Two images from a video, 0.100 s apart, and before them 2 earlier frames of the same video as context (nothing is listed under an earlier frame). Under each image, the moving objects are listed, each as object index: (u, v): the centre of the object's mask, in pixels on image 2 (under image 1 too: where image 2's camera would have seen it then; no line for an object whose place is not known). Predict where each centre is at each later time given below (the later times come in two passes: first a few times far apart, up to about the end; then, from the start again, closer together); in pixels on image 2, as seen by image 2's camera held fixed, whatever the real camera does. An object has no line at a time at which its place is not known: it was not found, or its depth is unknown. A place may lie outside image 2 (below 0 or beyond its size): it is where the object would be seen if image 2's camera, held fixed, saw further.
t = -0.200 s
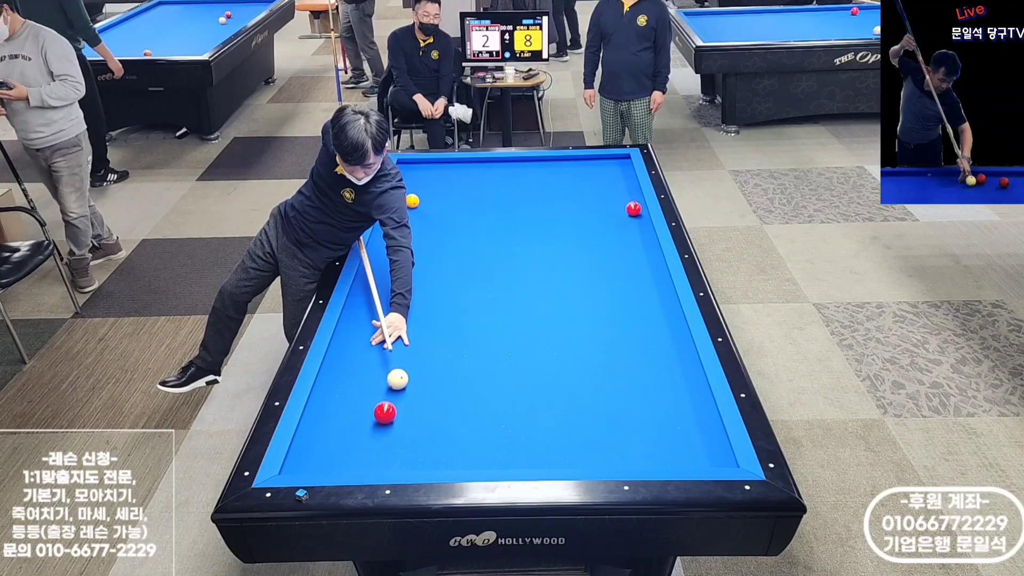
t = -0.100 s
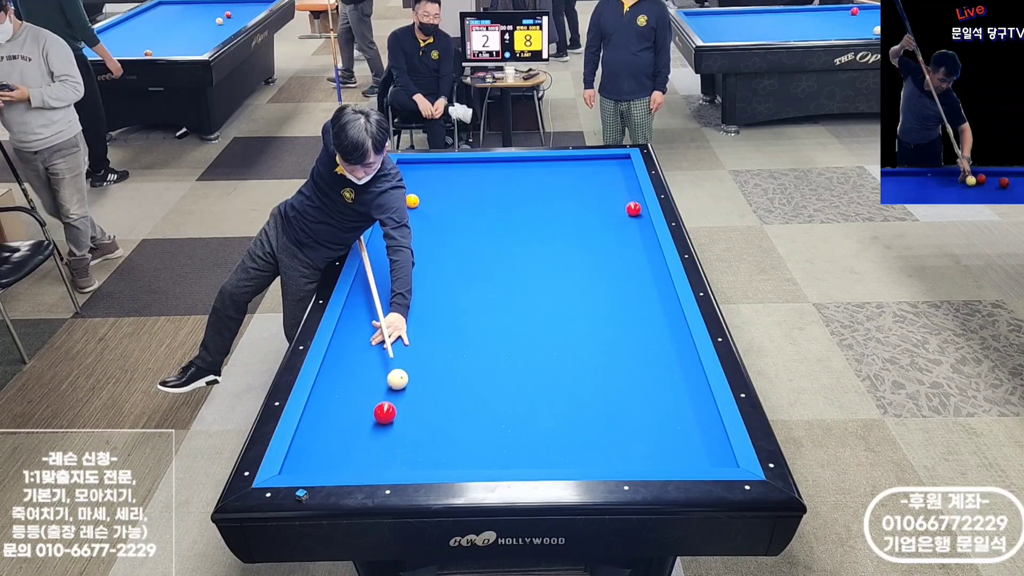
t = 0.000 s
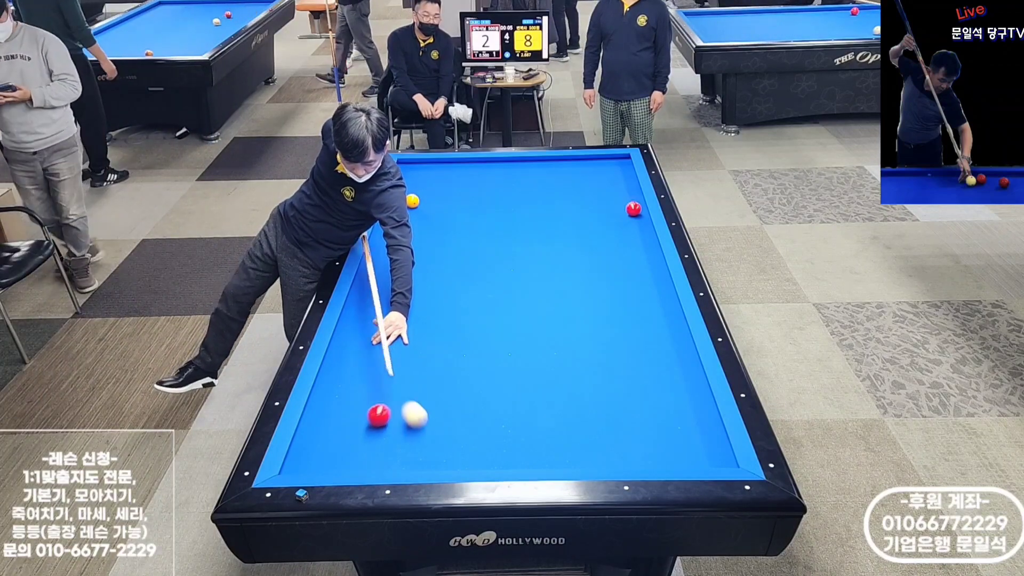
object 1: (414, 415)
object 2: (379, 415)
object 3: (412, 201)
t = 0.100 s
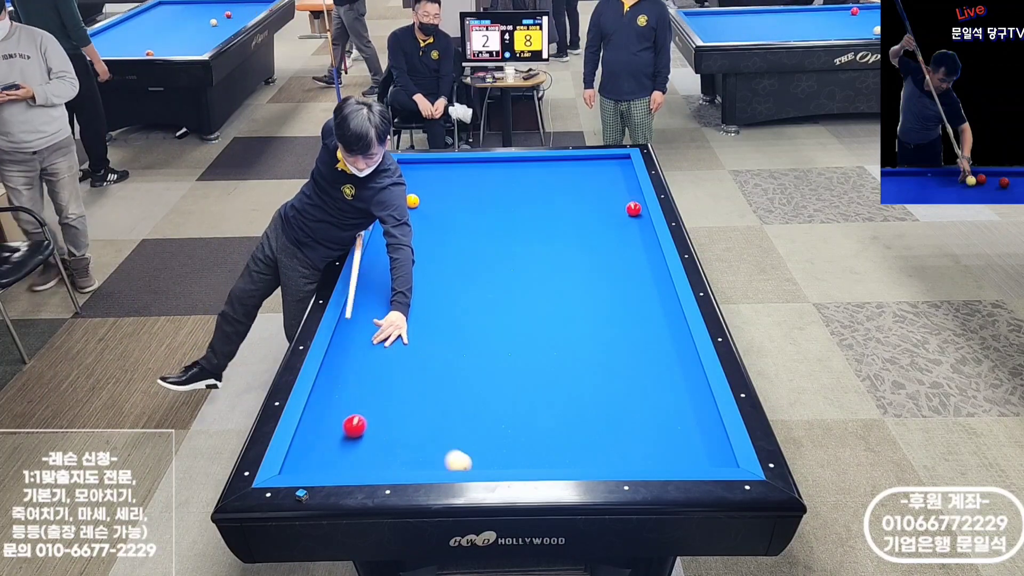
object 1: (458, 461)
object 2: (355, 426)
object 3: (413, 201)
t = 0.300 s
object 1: (519, 388)
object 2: (313, 445)
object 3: (412, 201)
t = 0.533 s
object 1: (572, 330)
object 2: (314, 461)
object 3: (412, 201)
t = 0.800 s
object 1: (622, 287)
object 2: (339, 460)
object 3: (412, 203)
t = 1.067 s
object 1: (647, 252)
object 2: (365, 450)
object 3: (412, 201)
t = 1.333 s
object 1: (612, 227)
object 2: (389, 440)
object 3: (412, 201)
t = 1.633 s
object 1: (581, 202)
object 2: (414, 431)
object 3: (412, 201)
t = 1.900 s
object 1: (556, 183)
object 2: (435, 422)
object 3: (412, 201)
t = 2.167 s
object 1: (535, 166)
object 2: (454, 415)
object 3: (412, 201)
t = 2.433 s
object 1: (512, 166)
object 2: (471, 408)
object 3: (412, 201)
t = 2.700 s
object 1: (487, 176)
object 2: (487, 402)
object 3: (412, 201)
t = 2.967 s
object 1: (461, 186)
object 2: (503, 396)
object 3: (412, 201)
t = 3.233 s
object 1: (435, 197)
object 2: (516, 390)
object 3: (412, 201)
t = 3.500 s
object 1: (423, 206)
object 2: (529, 385)
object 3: (398, 202)
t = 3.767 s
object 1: (417, 215)
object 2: (540, 380)
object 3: (394, 203)
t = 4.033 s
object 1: (411, 225)
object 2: (550, 376)
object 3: (405, 203)
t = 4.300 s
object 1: (405, 234)
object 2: (560, 373)
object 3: (414, 204)
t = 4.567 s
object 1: (399, 244)
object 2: (568, 369)
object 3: (423, 204)
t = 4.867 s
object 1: (391, 255)
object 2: (577, 366)
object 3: (432, 205)
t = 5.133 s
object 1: (385, 265)
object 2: (584, 363)
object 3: (440, 205)
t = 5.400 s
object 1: (378, 275)
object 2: (590, 361)
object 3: (447, 206)
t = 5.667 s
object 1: (371, 285)
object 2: (595, 359)
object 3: (453, 206)
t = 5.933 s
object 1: (364, 295)
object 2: (599, 357)
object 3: (459, 206)
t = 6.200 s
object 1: (357, 305)
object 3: (463, 206)
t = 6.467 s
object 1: (349, 315)
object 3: (468, 206)
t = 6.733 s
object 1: (347, 325)
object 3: (472, 207)
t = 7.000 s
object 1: (345, 334)
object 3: (475, 207)
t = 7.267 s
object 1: (344, 344)
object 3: (477, 207)
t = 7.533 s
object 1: (343, 353)
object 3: (479, 207)
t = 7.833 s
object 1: (341, 362)
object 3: (480, 207)
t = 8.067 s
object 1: (340, 370)
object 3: (480, 206)
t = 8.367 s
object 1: (339, 379)
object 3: (480, 206)
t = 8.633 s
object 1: (339, 386)
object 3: (480, 206)
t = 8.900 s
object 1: (338, 393)
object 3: (480, 206)
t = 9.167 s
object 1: (337, 400)
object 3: (480, 206)
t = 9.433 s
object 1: (337, 406)
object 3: (480, 206)
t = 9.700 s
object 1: (336, 412)
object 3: (481, 206)
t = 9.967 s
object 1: (335, 417)
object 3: (480, 206)
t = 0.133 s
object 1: (470, 451)
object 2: (347, 429)
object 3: (413, 201)
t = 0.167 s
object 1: (481, 437)
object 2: (341, 432)
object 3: (412, 201)
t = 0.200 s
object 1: (491, 423)
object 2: (334, 435)
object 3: (412, 201)
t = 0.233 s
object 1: (501, 410)
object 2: (327, 438)
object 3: (412, 201)
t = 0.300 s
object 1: (519, 388)
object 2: (313, 445)
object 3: (412, 201)
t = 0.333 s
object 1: (527, 378)
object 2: (307, 448)
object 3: (412, 201)
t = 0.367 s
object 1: (536, 369)
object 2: (300, 451)
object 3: (412, 201)
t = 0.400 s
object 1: (543, 360)
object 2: (303, 453)
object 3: (412, 201)
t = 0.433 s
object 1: (551, 352)
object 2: (306, 455)
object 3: (412, 201)
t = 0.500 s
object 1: (566, 337)
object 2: (311, 459)
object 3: (412, 201)
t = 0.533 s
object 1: (572, 330)
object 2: (314, 461)
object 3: (412, 201)
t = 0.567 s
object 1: (579, 324)
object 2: (316, 463)
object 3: (412, 201)
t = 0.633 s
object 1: (592, 313)
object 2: (322, 465)
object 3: (412, 201)
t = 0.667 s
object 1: (598, 307)
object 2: (325, 464)
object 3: (412, 201)
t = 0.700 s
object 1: (604, 302)
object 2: (328, 463)
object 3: (412, 201)
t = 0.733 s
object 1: (610, 297)
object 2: (332, 462)
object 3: (412, 200)
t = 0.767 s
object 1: (616, 292)
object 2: (336, 461)
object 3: (412, 197)
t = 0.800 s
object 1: (622, 287)
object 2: (339, 460)
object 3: (412, 203)
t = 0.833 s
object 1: (628, 282)
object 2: (342, 459)
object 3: (412, 201)
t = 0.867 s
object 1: (633, 278)
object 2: (346, 458)
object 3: (412, 201)
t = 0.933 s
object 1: (644, 268)
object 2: (352, 455)
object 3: (412, 201)
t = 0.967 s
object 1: (649, 264)
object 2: (355, 454)
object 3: (412, 201)
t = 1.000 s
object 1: (654, 259)
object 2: (359, 453)
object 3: (412, 201)
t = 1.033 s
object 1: (653, 256)
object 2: (362, 451)
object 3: (412, 201)
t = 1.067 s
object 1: (647, 252)
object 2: (365, 450)
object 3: (412, 201)
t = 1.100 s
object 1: (642, 249)
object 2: (368, 449)
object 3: (412, 201)
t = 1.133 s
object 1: (636, 246)
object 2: (371, 448)
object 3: (412, 201)
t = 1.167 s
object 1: (632, 243)
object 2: (374, 446)
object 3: (412, 201)
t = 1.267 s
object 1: (620, 233)
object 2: (383, 443)
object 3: (412, 201)
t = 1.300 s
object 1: (616, 230)
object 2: (387, 442)
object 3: (412, 201)
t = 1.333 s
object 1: (612, 227)
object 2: (389, 440)
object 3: (412, 201)
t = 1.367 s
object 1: (608, 224)
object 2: (392, 439)
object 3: (412, 201)
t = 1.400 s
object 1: (605, 221)
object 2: (395, 438)
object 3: (412, 201)
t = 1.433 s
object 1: (601, 218)
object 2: (398, 437)
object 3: (412, 201)
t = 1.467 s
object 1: (597, 215)
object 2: (401, 436)
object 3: (412, 201)
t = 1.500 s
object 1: (594, 213)
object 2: (403, 435)
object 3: (412, 201)
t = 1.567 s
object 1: (587, 207)
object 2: (409, 433)
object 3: (412, 201)
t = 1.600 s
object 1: (584, 205)
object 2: (411, 432)
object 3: (412, 201)
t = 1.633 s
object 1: (581, 202)
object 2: (414, 431)
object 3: (412, 201)
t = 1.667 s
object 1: (577, 199)
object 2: (417, 430)
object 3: (412, 201)
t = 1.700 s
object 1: (574, 197)
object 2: (420, 428)
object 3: (412, 201)
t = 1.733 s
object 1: (571, 195)
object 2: (422, 427)
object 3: (412, 201)
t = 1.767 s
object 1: (568, 192)
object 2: (425, 426)
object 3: (412, 201)
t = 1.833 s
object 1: (562, 187)
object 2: (430, 424)
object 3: (412, 201)
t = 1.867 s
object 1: (559, 185)
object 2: (432, 424)
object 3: (412, 201)
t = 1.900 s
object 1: (556, 183)
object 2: (435, 422)
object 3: (412, 201)
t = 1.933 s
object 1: (554, 180)
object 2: (437, 422)
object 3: (412, 201)
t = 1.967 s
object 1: (551, 178)
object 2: (440, 421)
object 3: (412, 201)
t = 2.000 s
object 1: (548, 176)
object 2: (442, 420)
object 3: (412, 201)
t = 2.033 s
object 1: (545, 174)
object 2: (445, 419)
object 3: (412, 201)
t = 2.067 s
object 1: (543, 172)
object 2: (447, 418)
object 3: (412, 201)
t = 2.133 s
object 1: (537, 168)
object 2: (452, 416)
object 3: (412, 201)
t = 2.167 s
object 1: (535, 166)
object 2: (454, 415)
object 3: (412, 201)
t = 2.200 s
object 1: (532, 164)
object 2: (456, 414)
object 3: (412, 201)
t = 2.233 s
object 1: (530, 162)
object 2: (458, 413)
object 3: (412, 201)
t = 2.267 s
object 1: (527, 160)
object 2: (461, 412)
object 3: (412, 201)
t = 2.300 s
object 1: (525, 160)
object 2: (463, 411)
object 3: (412, 201)
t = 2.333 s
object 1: (521, 161)
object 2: (465, 411)
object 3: (412, 201)
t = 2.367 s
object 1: (518, 163)
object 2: (467, 410)
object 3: (412, 201)
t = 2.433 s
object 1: (512, 166)
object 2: (471, 408)
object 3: (412, 201)
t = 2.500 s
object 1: (506, 169)
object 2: (475, 406)
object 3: (412, 201)
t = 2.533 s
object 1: (503, 170)
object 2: (478, 406)
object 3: (412, 201)
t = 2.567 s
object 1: (500, 171)
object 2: (480, 405)
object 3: (412, 201)
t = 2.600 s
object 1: (497, 172)
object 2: (482, 404)
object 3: (412, 201)
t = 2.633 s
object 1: (493, 174)
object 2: (484, 403)
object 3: (412, 201)
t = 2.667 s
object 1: (490, 175)
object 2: (486, 402)
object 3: (412, 201)
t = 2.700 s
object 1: (487, 176)
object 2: (487, 402)
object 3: (412, 201)
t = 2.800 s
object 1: (477, 180)
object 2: (494, 399)
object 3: (412, 201)
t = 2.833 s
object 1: (474, 181)
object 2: (495, 398)
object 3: (412, 201)
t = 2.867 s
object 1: (471, 182)
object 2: (497, 398)
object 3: (412, 201)
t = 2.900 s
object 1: (468, 184)
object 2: (499, 397)
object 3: (412, 201)
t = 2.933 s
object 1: (465, 185)
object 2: (501, 396)
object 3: (412, 201)
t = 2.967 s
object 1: (461, 186)
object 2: (503, 396)
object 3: (412, 201)
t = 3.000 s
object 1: (458, 188)
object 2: (504, 395)
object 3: (412, 201)
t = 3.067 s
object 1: (451, 190)
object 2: (508, 393)
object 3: (412, 201)
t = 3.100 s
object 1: (448, 191)
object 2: (509, 393)
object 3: (412, 201)
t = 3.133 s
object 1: (445, 193)
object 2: (511, 392)
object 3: (412, 201)
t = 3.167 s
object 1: (441, 194)
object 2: (513, 392)
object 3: (412, 201)
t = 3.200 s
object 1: (438, 195)
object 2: (515, 391)
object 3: (412, 201)
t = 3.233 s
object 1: (435, 197)
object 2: (516, 390)
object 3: (412, 201)
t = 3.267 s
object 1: (431, 198)
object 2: (518, 390)
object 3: (412, 201)
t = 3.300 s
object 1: (428, 199)
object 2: (519, 389)
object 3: (412, 201)
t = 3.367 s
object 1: (426, 202)
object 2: (523, 388)
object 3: (407, 201)
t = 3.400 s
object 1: (425, 203)
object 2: (524, 387)
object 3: (405, 201)
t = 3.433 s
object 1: (424, 204)
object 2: (526, 386)
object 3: (402, 202)
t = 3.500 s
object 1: (423, 206)
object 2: (529, 385)
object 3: (398, 202)
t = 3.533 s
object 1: (422, 207)
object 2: (530, 385)
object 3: (395, 202)
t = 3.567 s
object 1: (421, 208)
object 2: (532, 384)
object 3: (393, 202)
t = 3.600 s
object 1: (421, 210)
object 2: (533, 383)
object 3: (391, 202)
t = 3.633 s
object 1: (420, 211)
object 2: (535, 383)
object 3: (389, 203)
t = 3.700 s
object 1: (418, 213)
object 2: (537, 382)
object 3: (392, 203)
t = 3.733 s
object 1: (418, 214)
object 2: (539, 381)
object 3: (393, 203)
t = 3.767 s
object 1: (417, 215)
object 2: (540, 380)
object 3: (394, 203)
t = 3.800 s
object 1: (416, 217)
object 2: (541, 380)
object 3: (396, 203)
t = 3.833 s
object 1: (416, 218)
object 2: (543, 379)
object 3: (397, 203)
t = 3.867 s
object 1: (415, 219)
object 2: (544, 379)
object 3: (398, 203)
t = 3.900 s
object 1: (414, 220)
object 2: (545, 378)
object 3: (400, 203)
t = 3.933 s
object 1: (413, 221)
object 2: (547, 378)
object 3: (401, 203)
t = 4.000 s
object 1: (412, 223)
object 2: (549, 377)
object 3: (403, 203)
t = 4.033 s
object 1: (411, 225)
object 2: (550, 376)
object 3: (405, 203)
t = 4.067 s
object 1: (410, 226)
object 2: (552, 376)
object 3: (406, 203)
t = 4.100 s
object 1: (410, 227)
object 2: (553, 375)
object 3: (407, 203)
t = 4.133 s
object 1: (409, 228)
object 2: (554, 375)
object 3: (408, 203)
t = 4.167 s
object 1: (408, 229)
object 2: (555, 374)
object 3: (409, 203)
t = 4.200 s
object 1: (407, 231)
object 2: (556, 374)
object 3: (411, 204)
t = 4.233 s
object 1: (406, 232)
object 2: (558, 374)
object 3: (412, 204)
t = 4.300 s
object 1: (405, 234)
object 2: (560, 373)
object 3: (414, 204)
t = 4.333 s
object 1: (404, 235)
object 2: (561, 372)
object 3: (415, 204)
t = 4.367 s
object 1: (403, 237)
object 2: (562, 372)
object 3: (416, 204)
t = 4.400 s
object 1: (403, 238)
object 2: (563, 371)
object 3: (418, 204)
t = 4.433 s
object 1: (402, 239)
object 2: (564, 371)
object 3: (419, 204)
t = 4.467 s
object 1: (401, 240)
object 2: (565, 370)
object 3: (420, 204)
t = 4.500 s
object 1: (400, 242)
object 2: (566, 370)
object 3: (421, 204)
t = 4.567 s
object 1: (399, 244)
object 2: (568, 369)
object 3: (423, 204)
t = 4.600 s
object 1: (398, 245)
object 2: (569, 369)
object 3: (424, 204)
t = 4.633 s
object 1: (397, 246)
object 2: (570, 368)
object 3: (425, 204)
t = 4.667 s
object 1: (396, 247)
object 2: (572, 368)
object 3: (426, 204)
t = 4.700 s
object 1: (396, 249)
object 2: (572, 368)
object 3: (427, 204)
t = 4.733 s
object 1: (395, 250)
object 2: (573, 367)
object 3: (428, 204)
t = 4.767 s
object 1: (394, 251)
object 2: (574, 367)
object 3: (429, 205)
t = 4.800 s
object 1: (393, 252)
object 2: (575, 367)
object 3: (430, 205)
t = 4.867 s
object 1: (391, 255)
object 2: (577, 366)
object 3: (432, 205)
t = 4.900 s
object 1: (390, 256)
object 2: (578, 365)
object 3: (433, 205)
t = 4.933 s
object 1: (390, 257)
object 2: (579, 365)
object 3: (434, 205)
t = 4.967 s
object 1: (389, 259)
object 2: (580, 365)
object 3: (435, 205)
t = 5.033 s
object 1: (387, 261)
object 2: (581, 364)
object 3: (437, 205)
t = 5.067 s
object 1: (386, 262)
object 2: (582, 364)
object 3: (438, 205)
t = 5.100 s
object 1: (385, 264)
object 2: (583, 364)
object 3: (439, 205)
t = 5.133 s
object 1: (385, 265)
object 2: (584, 363)
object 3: (440, 205)
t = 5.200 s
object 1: (383, 267)
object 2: (586, 363)
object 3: (442, 205)
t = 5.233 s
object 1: (382, 269)
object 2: (586, 362)
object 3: (442, 205)
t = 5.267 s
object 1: (381, 270)
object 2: (587, 362)
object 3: (443, 205)
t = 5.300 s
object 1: (380, 271)
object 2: (588, 362)
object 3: (444, 205)
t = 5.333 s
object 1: (380, 272)
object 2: (589, 362)
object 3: (445, 205)
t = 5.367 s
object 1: (379, 274)
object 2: (590, 361)
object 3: (446, 205)
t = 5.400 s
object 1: (378, 275)
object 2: (590, 361)
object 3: (447, 206)
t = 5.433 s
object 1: (377, 276)
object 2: (591, 361)
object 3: (448, 206)
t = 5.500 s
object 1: (375, 279)
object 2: (592, 360)
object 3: (449, 206)
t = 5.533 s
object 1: (374, 280)
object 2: (593, 360)
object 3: (450, 206)
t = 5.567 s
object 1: (374, 281)
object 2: (593, 360)
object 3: (451, 206)
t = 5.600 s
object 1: (373, 282)
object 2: (594, 360)
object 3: (452, 206)
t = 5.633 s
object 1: (372, 284)
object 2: (595, 359)
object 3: (452, 206)
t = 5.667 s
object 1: (371, 285)
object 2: (595, 359)
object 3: (453, 206)
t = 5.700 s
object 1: (370, 286)
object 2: (596, 359)
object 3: (454, 206)
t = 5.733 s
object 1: (369, 287)
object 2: (596, 359)
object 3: (454, 206)
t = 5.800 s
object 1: (367, 290)
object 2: (597, 358)
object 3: (456, 206)
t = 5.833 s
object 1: (366, 291)
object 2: (598, 358)
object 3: (457, 206)
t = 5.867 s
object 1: (366, 292)
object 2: (599, 358)
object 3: (457, 206)
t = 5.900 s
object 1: (365, 294)
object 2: (599, 358)
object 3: (458, 206)
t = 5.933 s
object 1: (364, 295)
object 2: (599, 357)
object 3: (459, 206)
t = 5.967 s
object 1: (363, 296)
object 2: (600, 357)
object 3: (459, 206)
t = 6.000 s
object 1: (362, 298)
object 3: (460, 206)
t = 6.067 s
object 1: (360, 300)
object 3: (461, 206)
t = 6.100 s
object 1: (359, 301)
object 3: (462, 206)
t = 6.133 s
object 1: (358, 303)
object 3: (462, 206)
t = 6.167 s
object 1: (357, 304)
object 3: (463, 206)
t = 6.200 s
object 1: (357, 305)
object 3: (463, 206)
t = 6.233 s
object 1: (356, 307)
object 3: (464, 206)
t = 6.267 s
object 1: (355, 308)
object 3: (465, 206)
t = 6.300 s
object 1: (354, 309)
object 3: (465, 206)
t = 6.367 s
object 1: (352, 312)
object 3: (466, 206)
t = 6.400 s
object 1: (351, 313)
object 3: (467, 206)
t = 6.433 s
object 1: (350, 314)
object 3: (467, 207)
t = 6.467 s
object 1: (349, 315)
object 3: (468, 206)
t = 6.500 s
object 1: (348, 317)
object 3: (468, 207)
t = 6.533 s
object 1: (348, 318)
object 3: (469, 207)
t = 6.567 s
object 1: (348, 319)
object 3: (469, 207)
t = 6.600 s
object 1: (347, 320)
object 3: (470, 207)
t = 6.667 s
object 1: (347, 323)
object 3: (471, 206)
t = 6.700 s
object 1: (347, 324)
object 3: (471, 207)
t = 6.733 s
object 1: (347, 325)
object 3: (472, 207)
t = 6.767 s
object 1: (347, 326)
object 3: (472, 207)
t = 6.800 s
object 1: (346, 327)
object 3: (473, 207)
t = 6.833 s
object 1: (346, 329)
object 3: (473, 207)
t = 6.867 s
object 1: (346, 330)
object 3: (473, 207)
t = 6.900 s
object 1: (346, 331)
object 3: (474, 207)
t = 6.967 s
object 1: (345, 333)
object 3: (474, 207)
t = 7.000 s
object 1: (345, 334)
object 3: (475, 207)
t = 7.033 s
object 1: (345, 336)
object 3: (475, 207)
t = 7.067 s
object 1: (345, 337)
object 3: (475, 207)
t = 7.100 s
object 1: (345, 338)
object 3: (476, 207)
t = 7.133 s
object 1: (345, 339)
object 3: (476, 206)
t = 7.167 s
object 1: (345, 340)
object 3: (476, 207)
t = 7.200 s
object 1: (345, 341)
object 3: (477, 207)
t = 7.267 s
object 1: (344, 344)
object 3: (477, 207)
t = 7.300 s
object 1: (344, 345)
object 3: (477, 207)
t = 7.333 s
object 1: (344, 346)
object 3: (478, 206)
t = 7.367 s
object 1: (344, 347)
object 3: (478, 207)
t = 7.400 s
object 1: (343, 348)
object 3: (478, 207)
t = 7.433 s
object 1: (343, 349)
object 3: (478, 207)
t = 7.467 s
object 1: (343, 350)
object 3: (478, 207)
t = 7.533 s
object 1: (343, 353)
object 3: (479, 207)
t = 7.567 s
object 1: (342, 354)
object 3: (479, 207)
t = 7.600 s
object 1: (342, 354)
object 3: (479, 207)
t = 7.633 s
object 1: (342, 356)
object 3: (479, 207)
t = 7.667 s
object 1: (342, 357)
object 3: (479, 207)
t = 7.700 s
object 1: (342, 358)
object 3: (480, 207)
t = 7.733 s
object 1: (341, 359)
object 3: (480, 207)
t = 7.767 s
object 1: (341, 360)
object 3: (480, 207)
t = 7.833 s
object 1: (341, 362)
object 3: (480, 207)
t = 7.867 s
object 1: (341, 363)
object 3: (480, 207)
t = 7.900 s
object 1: (341, 364)
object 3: (480, 207)
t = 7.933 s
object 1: (341, 365)
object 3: (480, 206)
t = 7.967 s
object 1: (340, 366)
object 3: (480, 207)
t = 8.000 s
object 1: (340, 367)
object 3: (480, 206)
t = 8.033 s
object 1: (340, 369)
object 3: (480, 206)
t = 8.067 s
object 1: (340, 370)
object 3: (480, 206)
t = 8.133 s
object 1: (340, 372)
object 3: (480, 206)
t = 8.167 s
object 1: (339, 373)
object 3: (480, 206)
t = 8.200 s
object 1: (339, 374)
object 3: (480, 206)
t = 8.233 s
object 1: (339, 375)
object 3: (480, 206)
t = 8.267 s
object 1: (339, 376)
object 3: (480, 206)
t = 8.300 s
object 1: (339, 377)
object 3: (480, 206)
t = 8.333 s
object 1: (339, 378)
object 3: (480, 206)
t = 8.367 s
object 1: (339, 379)
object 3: (480, 206)
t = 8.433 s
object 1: (339, 380)
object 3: (480, 206)
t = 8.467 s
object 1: (339, 382)
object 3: (480, 206)
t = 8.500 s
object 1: (339, 382)
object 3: (480, 206)
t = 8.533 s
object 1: (339, 383)
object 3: (480, 206)
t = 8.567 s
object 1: (339, 384)
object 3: (480, 206)
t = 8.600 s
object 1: (339, 385)
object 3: (480, 206)
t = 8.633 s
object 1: (339, 386)
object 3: (480, 206)
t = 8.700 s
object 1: (338, 388)
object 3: (480, 206)
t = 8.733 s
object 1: (338, 389)
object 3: (480, 206)
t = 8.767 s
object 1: (338, 390)
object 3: (480, 206)
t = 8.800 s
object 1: (338, 391)
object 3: (480, 206)
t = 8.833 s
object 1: (338, 392)
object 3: (480, 206)
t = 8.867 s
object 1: (338, 393)
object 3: (480, 206)
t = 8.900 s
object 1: (338, 393)
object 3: (480, 206)
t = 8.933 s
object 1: (338, 394)
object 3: (480, 206)
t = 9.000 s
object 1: (338, 396)
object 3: (480, 206)
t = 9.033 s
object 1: (338, 397)
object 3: (480, 206)
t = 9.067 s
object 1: (338, 397)
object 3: (480, 206)
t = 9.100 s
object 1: (337, 398)
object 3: (480, 206)
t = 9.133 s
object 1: (337, 399)
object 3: (480, 206)
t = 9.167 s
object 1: (337, 400)
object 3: (480, 206)
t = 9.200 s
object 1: (337, 401)
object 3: (480, 206)
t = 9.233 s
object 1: (337, 402)
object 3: (480, 206)
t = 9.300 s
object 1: (337, 403)
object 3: (480, 206)
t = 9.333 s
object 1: (337, 404)
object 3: (480, 206)
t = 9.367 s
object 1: (337, 405)
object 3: (480, 206)
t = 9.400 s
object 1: (337, 405)
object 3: (480, 206)
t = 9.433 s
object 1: (337, 406)
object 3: (480, 206)
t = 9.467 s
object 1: (336, 407)
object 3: (480, 206)
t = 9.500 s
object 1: (336, 408)
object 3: (480, 206)
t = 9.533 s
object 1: (336, 408)
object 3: (480, 206)
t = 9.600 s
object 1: (336, 410)
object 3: (480, 206)
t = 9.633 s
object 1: (336, 410)
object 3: (480, 206)
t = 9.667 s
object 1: (336, 411)
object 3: (480, 206)
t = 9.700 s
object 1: (336, 412)
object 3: (481, 206)
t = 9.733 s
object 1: (335, 412)
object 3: (480, 206)
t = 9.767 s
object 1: (335, 413)
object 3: (480, 206)
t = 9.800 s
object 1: (335, 414)
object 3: (480, 206)
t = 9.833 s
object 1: (335, 414)
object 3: (480, 206)
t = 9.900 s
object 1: (335, 416)
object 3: (480, 206)
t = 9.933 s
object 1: (335, 416)
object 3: (480, 206)
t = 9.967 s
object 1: (335, 417)
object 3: (480, 206)
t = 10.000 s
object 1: (334, 417)
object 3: (480, 206)
